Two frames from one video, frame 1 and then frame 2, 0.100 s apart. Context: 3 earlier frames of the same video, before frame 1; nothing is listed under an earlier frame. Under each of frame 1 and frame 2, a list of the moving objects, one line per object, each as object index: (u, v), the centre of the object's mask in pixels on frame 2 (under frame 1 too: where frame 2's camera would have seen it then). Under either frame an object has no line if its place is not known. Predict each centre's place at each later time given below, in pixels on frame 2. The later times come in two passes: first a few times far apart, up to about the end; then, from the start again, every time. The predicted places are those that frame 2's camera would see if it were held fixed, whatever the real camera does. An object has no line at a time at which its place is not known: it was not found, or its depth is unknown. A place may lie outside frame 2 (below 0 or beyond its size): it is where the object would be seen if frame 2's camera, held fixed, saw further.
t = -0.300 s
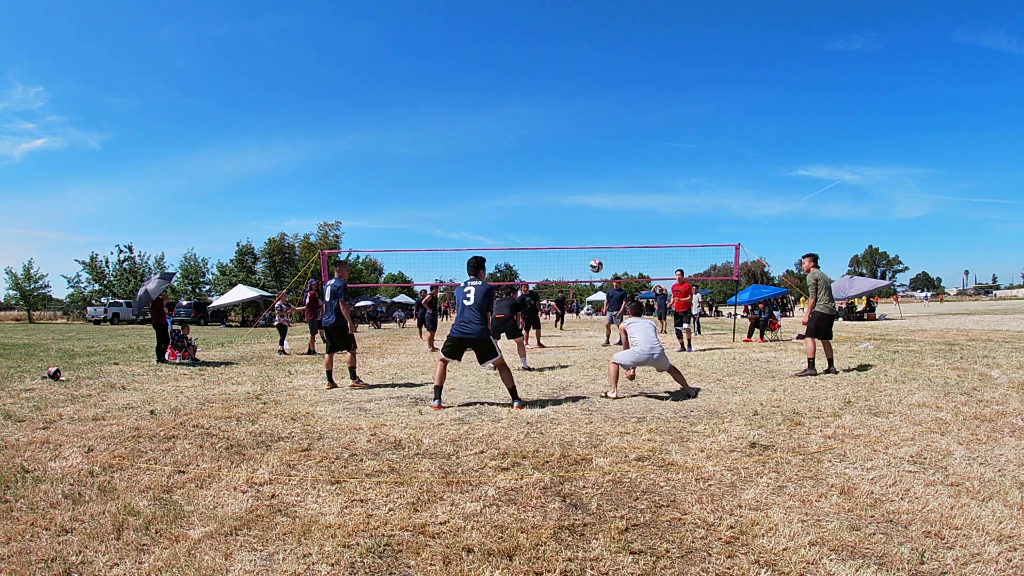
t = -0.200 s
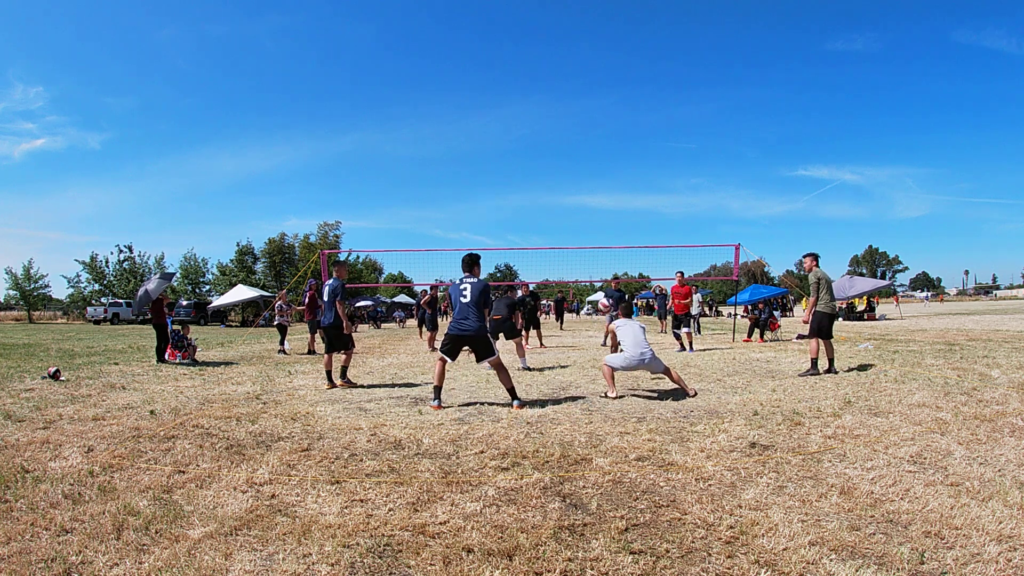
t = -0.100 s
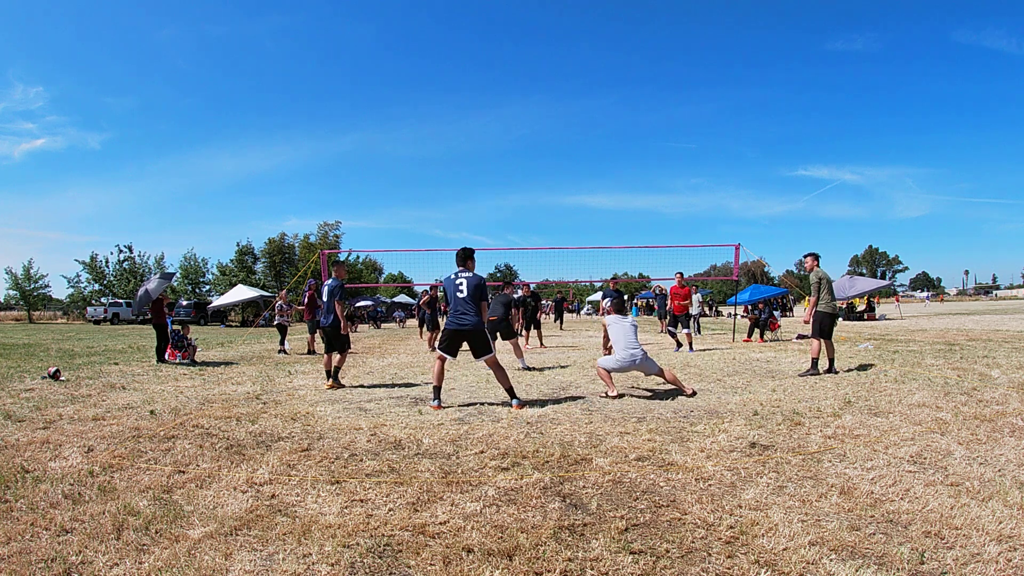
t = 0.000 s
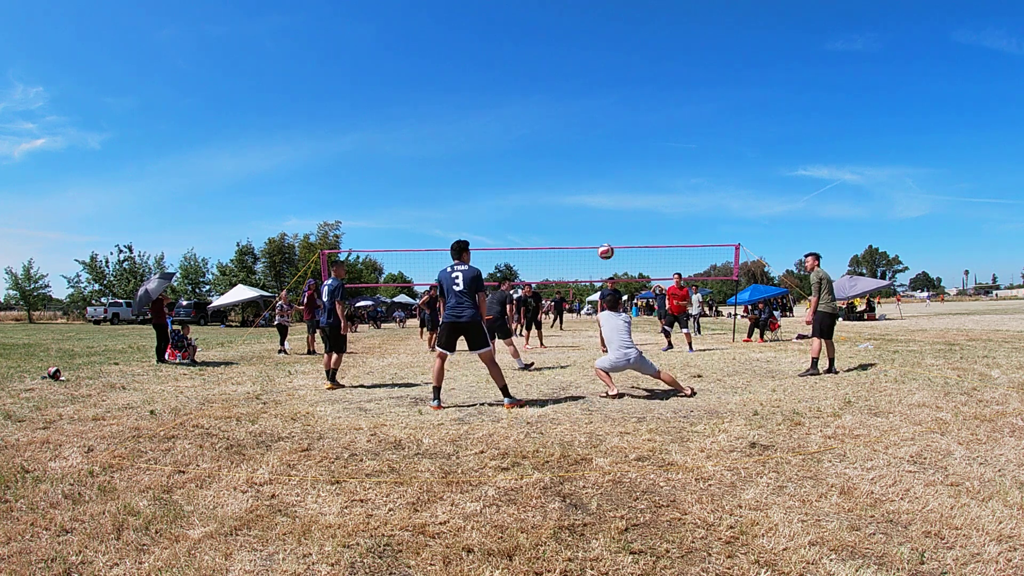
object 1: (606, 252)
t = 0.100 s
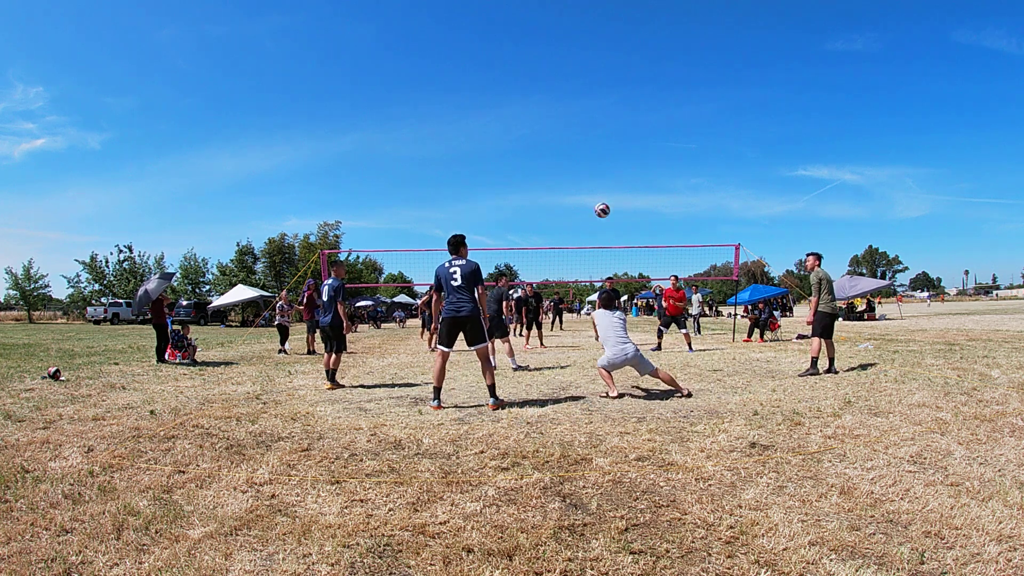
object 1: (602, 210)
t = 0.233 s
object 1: (599, 171)
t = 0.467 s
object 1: (594, 138)
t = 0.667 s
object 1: (593, 137)
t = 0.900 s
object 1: (594, 158)
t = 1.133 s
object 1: (596, 201)
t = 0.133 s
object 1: (601, 199)
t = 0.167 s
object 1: (600, 188)
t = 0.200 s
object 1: (599, 179)
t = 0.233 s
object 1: (599, 171)
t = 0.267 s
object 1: (598, 164)
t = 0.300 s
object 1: (597, 158)
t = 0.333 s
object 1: (596, 153)
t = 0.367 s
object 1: (596, 148)
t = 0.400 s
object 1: (595, 144)
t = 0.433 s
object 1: (595, 141)
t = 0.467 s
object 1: (594, 138)
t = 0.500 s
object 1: (594, 137)
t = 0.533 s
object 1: (594, 136)
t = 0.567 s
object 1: (593, 135)
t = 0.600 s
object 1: (593, 135)
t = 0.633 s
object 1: (593, 136)
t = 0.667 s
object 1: (593, 137)
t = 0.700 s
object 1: (593, 138)
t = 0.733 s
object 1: (593, 140)
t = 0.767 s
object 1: (593, 143)
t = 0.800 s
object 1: (593, 146)
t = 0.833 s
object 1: (593, 150)
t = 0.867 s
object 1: (593, 153)
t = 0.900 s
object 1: (594, 158)
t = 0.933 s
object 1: (594, 163)
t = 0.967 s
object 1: (594, 168)
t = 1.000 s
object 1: (594, 174)
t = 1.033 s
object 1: (595, 180)
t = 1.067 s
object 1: (595, 186)
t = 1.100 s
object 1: (596, 193)
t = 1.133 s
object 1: (596, 201)
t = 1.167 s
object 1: (596, 208)
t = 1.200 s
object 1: (597, 216)
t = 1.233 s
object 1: (597, 224)
